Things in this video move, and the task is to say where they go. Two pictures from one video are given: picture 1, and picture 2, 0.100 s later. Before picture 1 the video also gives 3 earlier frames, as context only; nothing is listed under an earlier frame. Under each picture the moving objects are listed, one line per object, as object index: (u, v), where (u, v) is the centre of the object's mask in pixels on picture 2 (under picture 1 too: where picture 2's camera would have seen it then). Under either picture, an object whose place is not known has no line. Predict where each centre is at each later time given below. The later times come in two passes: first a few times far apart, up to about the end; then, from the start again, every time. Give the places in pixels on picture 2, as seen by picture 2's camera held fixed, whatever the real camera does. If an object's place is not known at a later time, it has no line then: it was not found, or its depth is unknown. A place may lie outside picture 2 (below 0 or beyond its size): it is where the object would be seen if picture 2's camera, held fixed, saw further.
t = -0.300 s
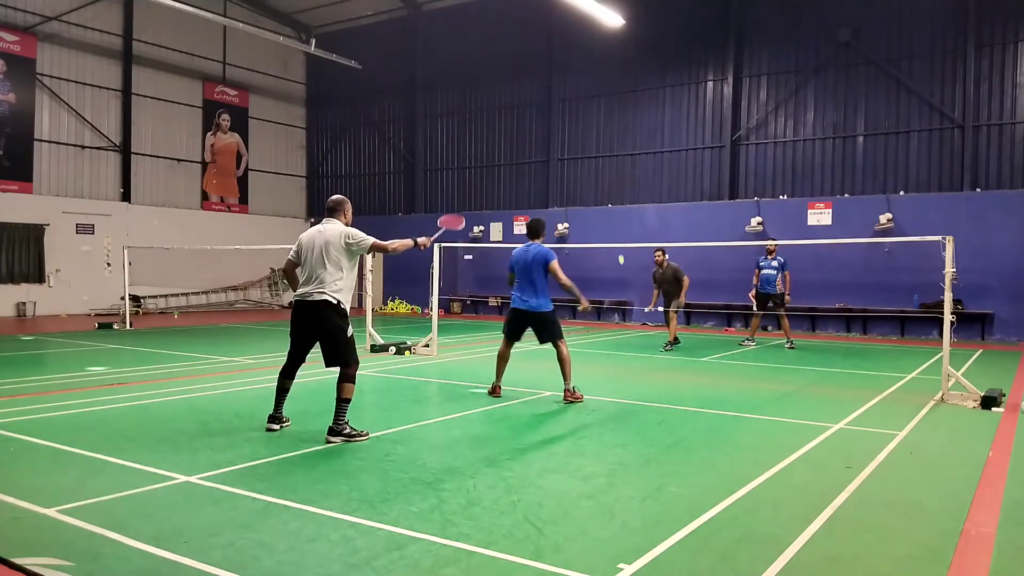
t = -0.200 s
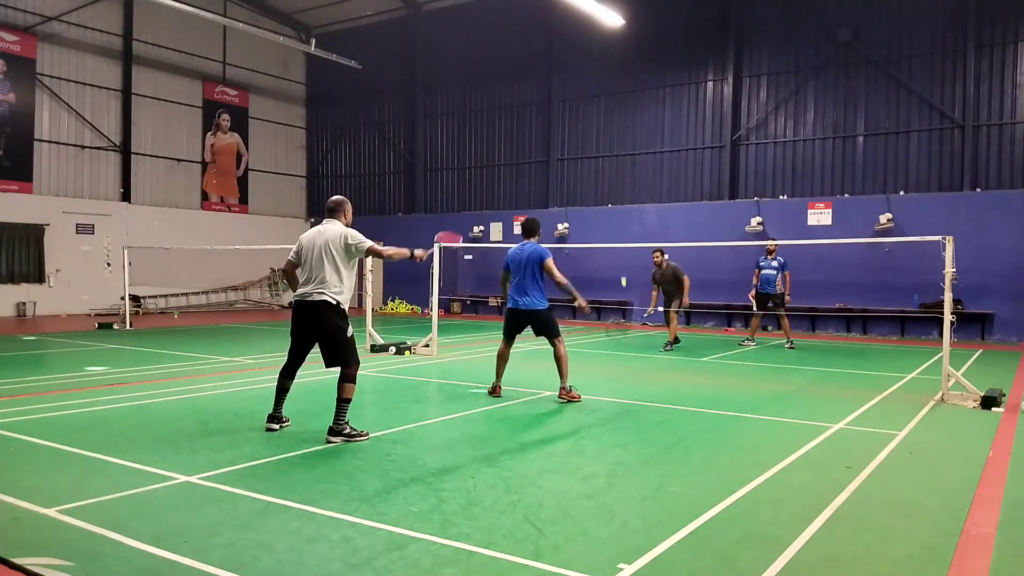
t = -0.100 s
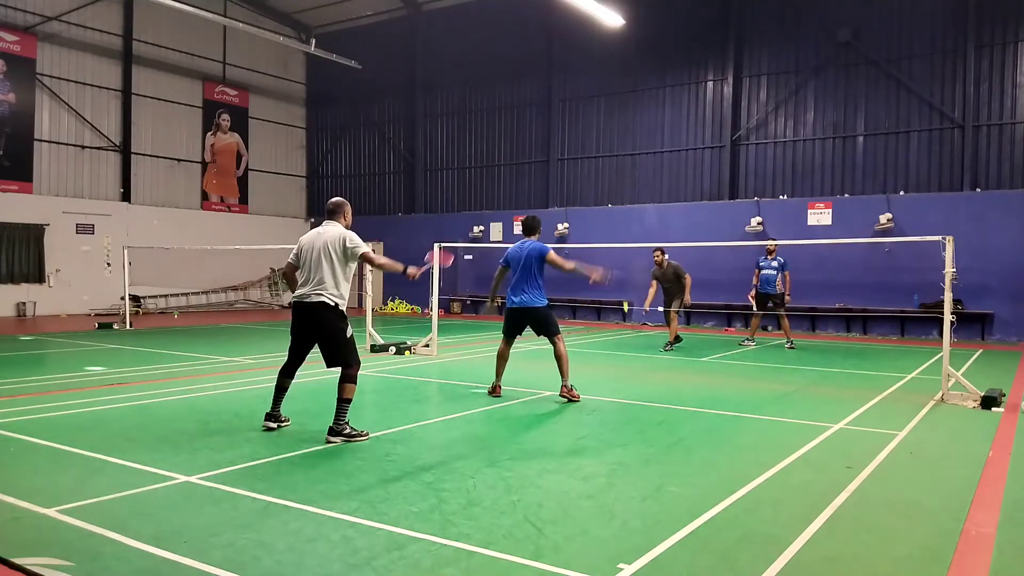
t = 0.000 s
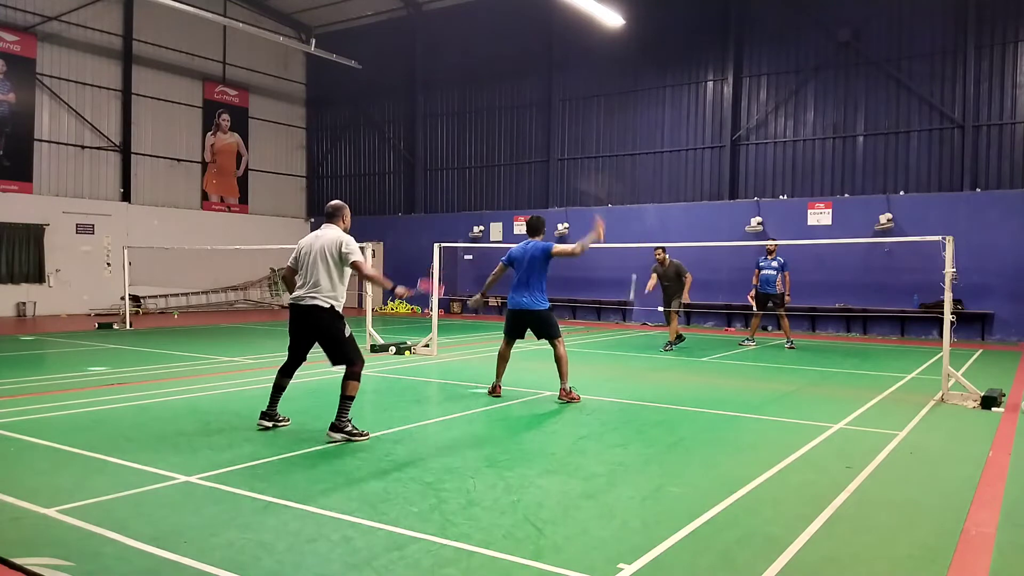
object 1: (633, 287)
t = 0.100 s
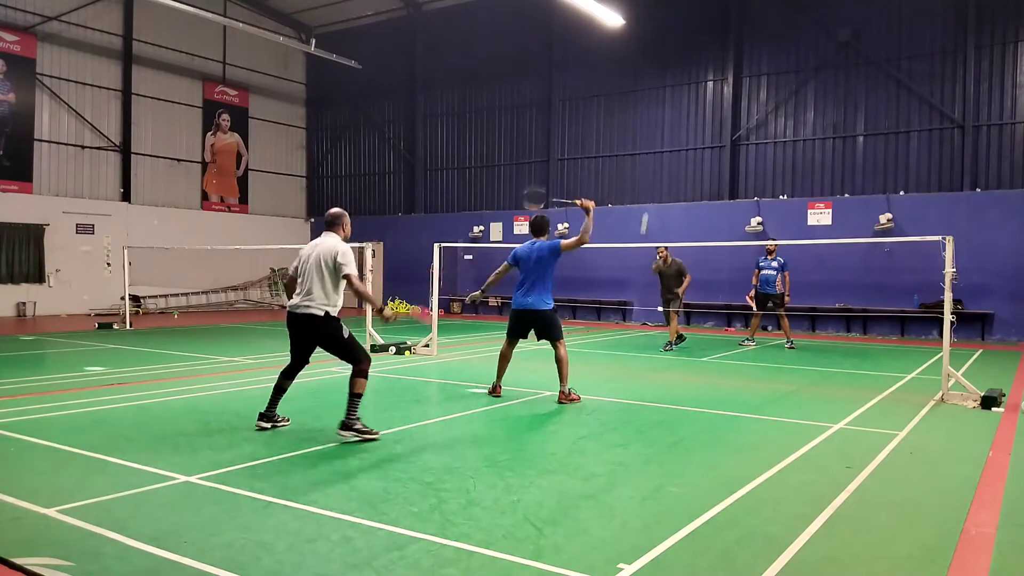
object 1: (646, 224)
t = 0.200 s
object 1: (656, 170)
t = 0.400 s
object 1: (675, 95)
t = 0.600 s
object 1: (695, 61)
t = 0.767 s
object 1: (708, 72)
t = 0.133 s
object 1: (649, 203)
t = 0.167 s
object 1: (653, 186)
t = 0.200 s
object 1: (656, 170)
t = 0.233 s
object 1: (660, 154)
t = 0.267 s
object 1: (663, 140)
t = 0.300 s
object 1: (668, 127)
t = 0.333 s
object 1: (674, 115)
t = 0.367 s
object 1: (674, 106)
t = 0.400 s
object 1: (675, 95)
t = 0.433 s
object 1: (681, 87)
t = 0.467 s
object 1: (684, 79)
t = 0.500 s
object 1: (688, 73)
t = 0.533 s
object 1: (692, 70)
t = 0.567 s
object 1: (691, 64)
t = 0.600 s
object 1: (695, 61)
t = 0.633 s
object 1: (699, 60)
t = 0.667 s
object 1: (701, 60)
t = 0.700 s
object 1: (703, 63)
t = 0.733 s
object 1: (706, 66)
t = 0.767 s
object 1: (708, 72)
